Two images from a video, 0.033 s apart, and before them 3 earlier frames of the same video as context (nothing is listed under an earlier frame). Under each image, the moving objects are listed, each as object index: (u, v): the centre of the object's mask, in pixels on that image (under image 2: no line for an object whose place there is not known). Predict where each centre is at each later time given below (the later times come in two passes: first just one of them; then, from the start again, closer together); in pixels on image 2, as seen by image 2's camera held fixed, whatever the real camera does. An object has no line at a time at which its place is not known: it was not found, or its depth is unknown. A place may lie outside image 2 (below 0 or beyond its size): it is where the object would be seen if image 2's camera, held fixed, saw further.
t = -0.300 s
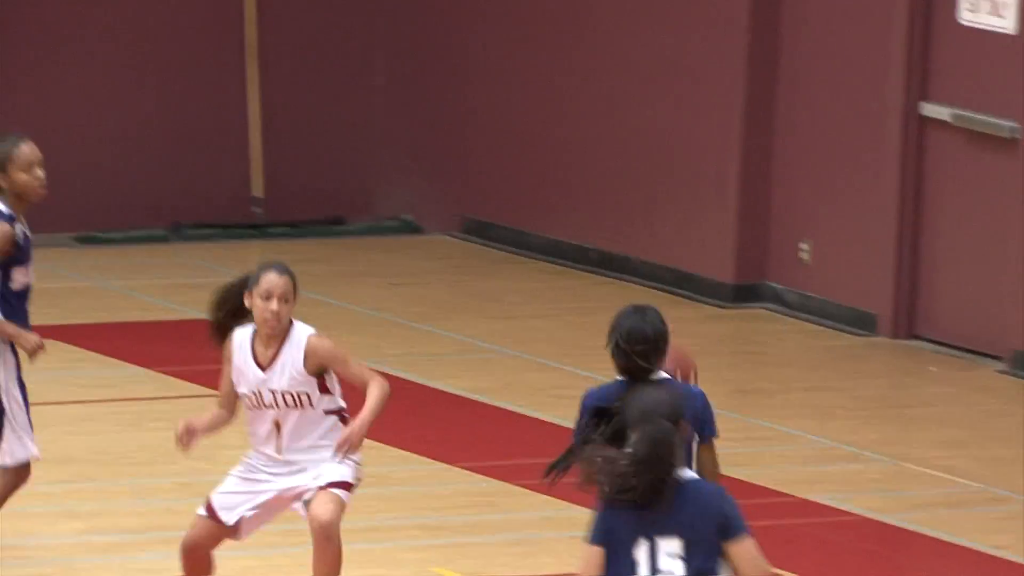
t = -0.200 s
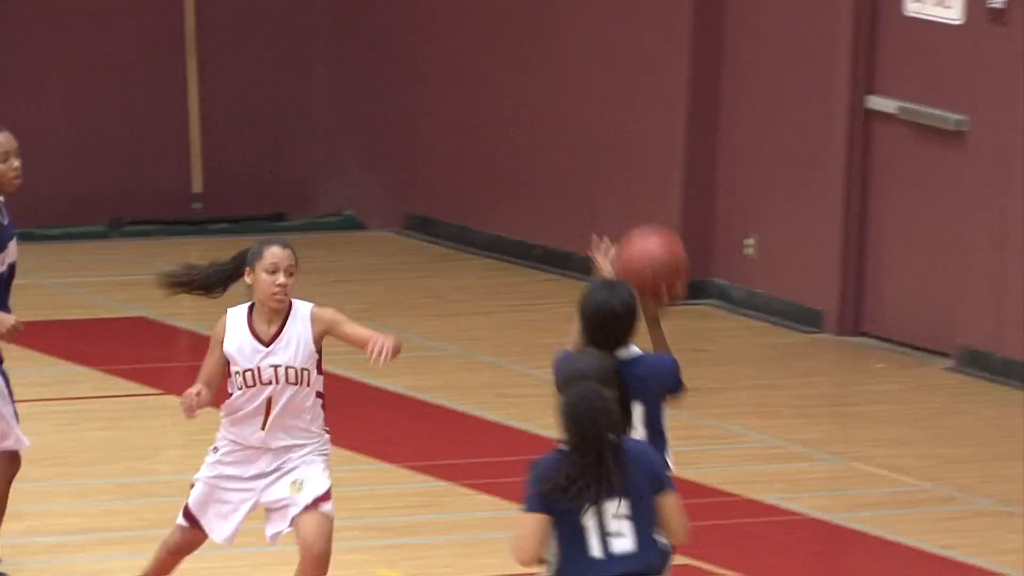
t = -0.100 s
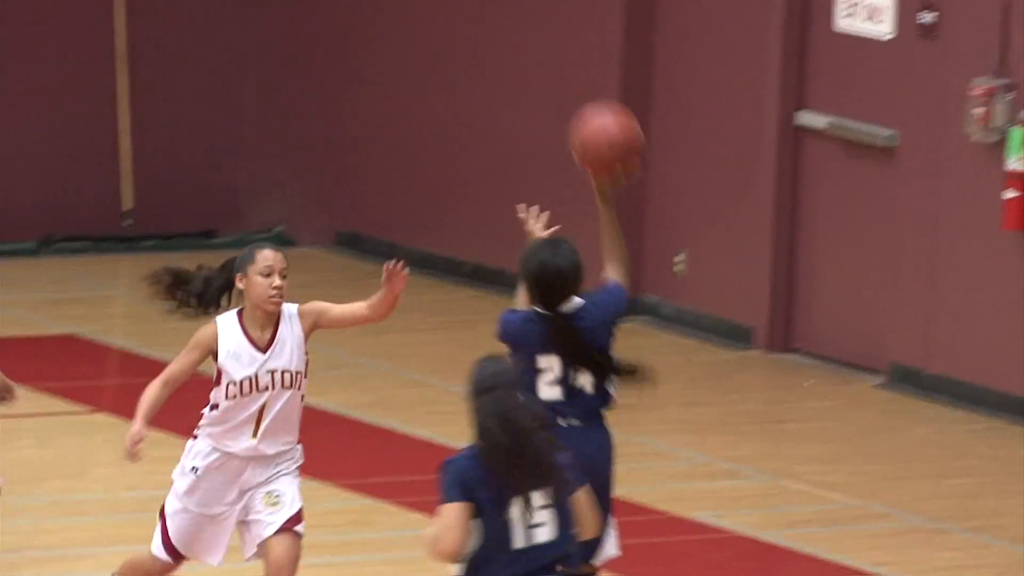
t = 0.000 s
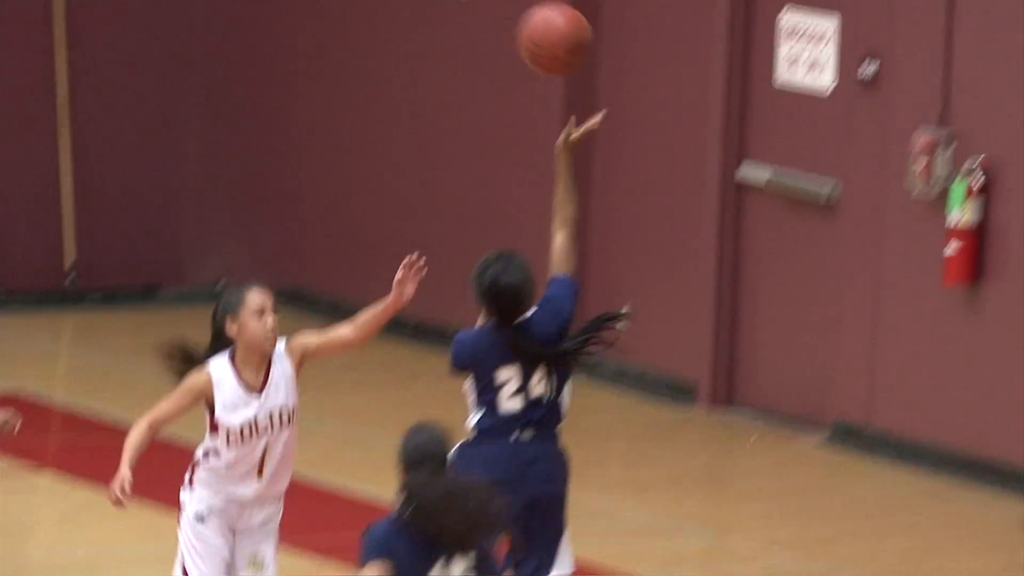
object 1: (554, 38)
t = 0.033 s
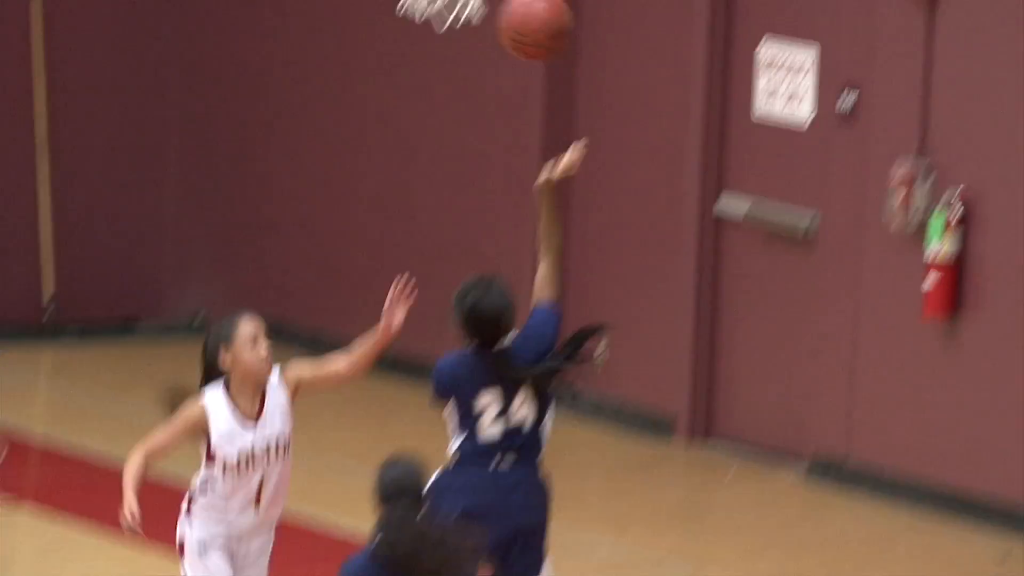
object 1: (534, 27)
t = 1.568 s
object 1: (398, 154)
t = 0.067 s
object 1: (532, -17)
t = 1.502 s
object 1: (394, 87)
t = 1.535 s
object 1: (396, 120)
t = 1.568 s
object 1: (398, 154)
